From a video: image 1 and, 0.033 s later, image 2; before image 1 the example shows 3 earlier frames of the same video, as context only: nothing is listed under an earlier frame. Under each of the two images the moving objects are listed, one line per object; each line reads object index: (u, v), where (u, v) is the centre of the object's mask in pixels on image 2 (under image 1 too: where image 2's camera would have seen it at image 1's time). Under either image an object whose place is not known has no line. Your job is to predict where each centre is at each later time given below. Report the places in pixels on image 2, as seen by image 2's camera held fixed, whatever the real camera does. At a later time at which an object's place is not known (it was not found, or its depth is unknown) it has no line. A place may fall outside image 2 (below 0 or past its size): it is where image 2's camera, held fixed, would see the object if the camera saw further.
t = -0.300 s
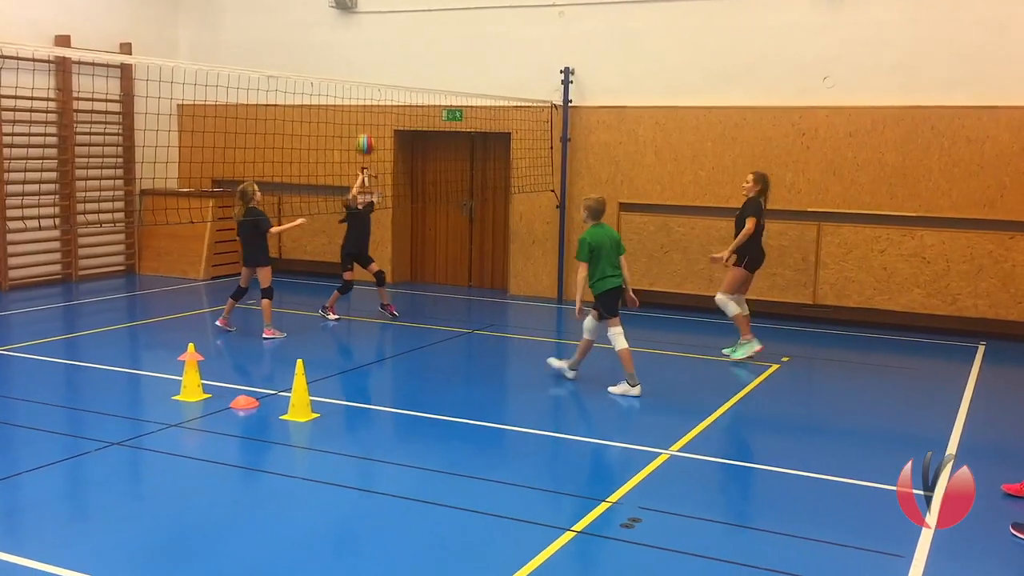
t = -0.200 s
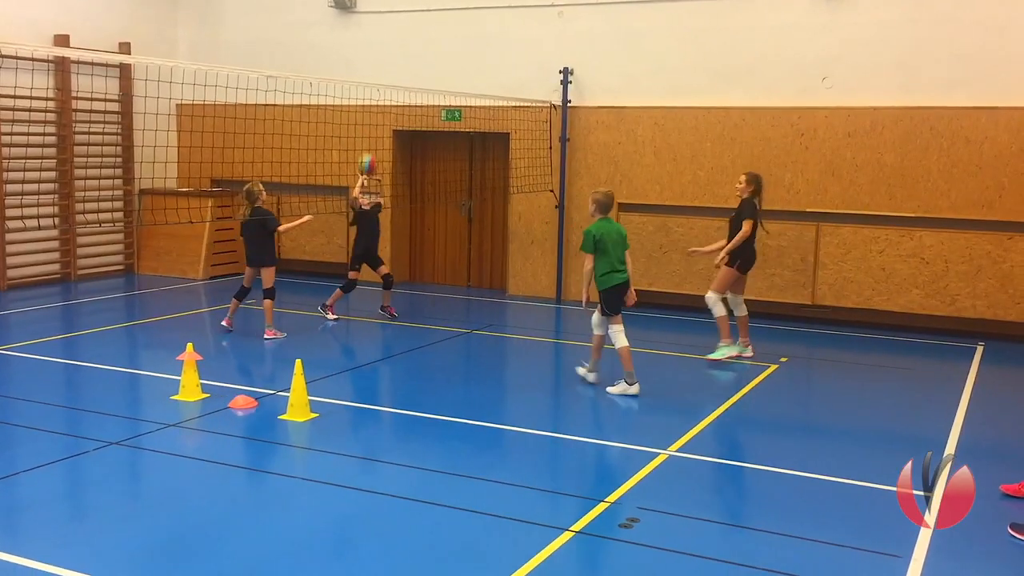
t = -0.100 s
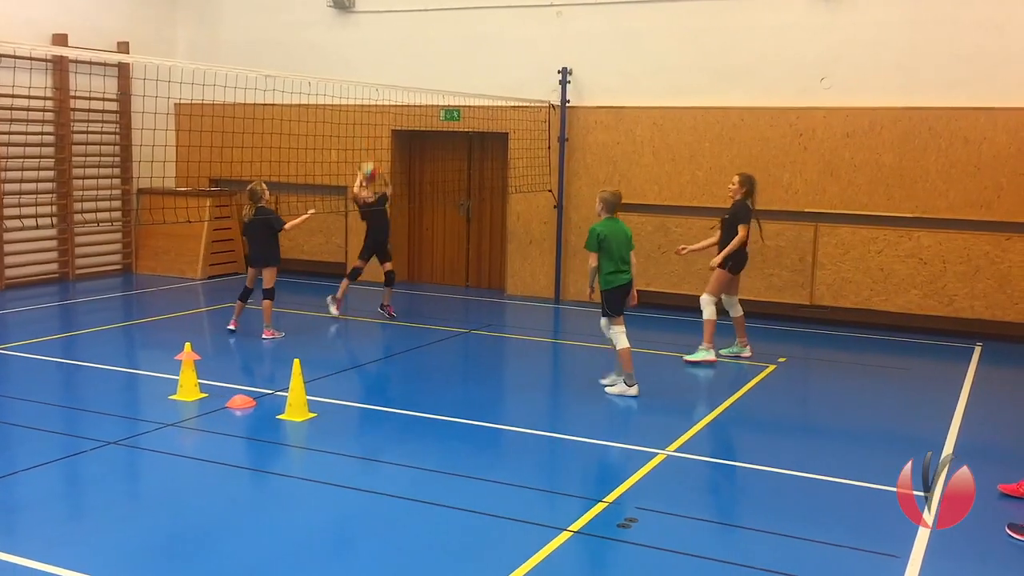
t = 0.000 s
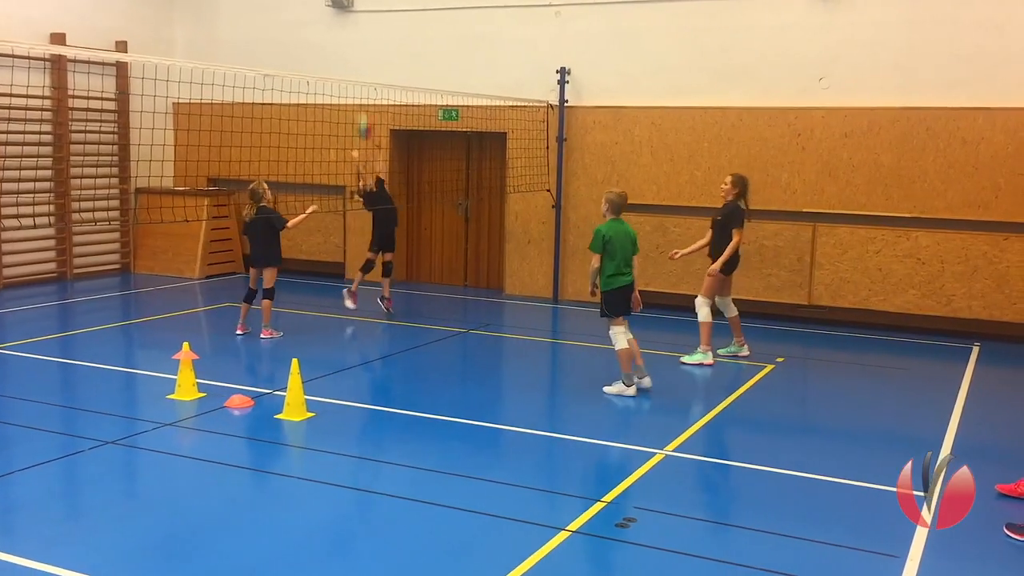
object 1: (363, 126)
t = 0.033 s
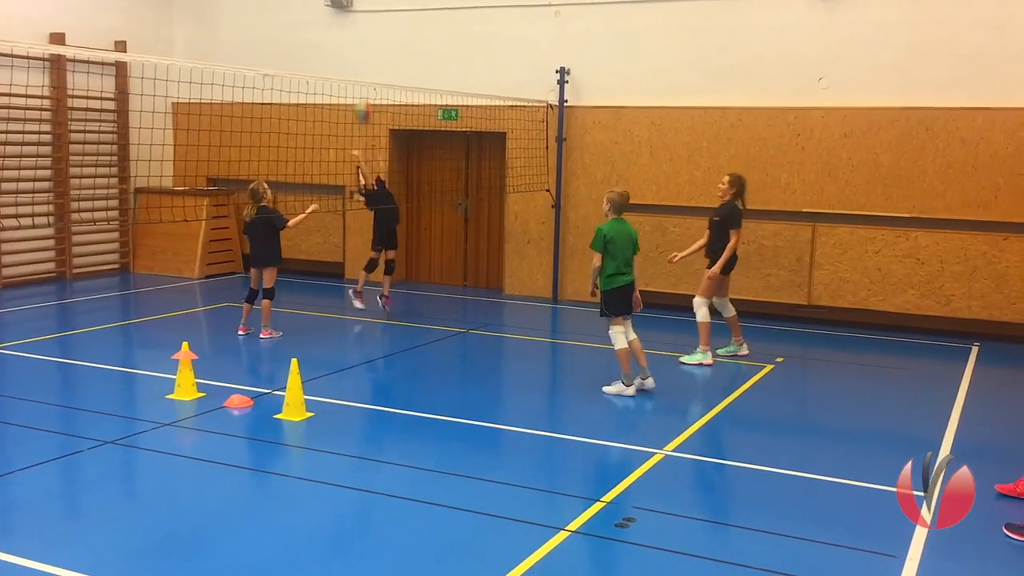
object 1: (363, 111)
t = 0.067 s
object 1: (361, 97)
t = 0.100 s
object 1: (361, 84)
